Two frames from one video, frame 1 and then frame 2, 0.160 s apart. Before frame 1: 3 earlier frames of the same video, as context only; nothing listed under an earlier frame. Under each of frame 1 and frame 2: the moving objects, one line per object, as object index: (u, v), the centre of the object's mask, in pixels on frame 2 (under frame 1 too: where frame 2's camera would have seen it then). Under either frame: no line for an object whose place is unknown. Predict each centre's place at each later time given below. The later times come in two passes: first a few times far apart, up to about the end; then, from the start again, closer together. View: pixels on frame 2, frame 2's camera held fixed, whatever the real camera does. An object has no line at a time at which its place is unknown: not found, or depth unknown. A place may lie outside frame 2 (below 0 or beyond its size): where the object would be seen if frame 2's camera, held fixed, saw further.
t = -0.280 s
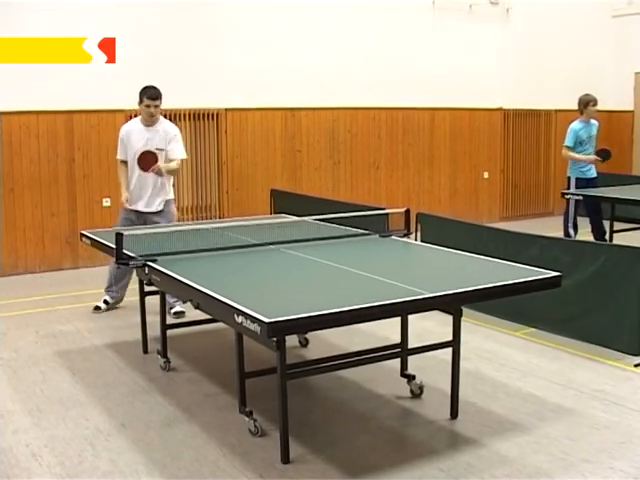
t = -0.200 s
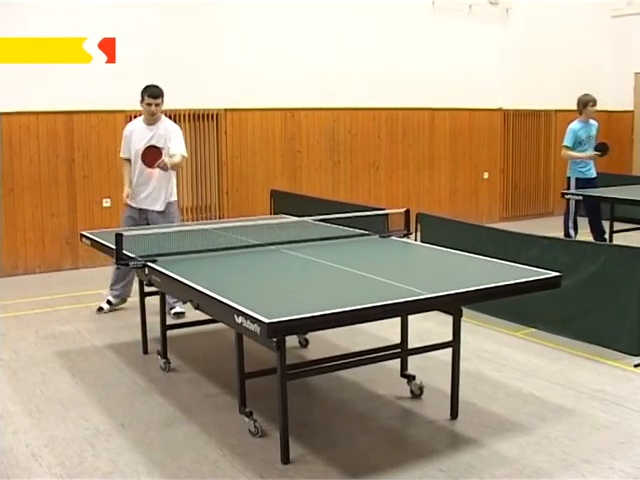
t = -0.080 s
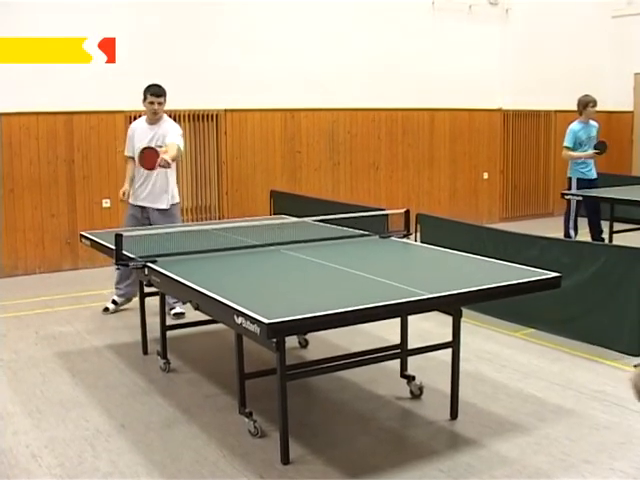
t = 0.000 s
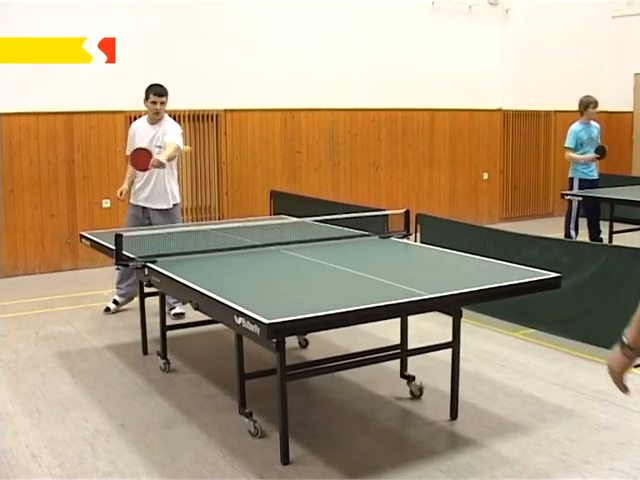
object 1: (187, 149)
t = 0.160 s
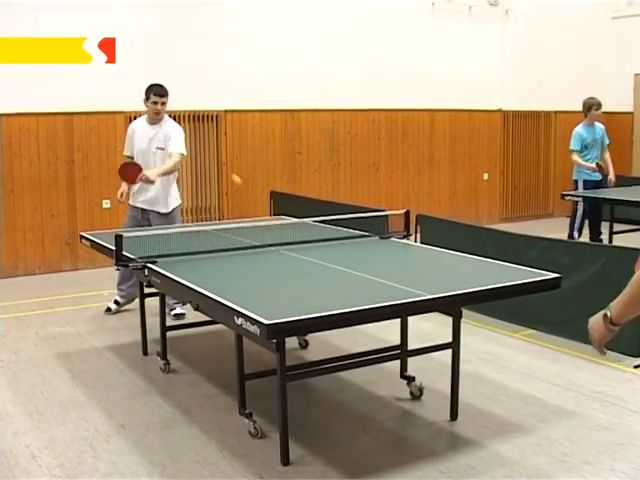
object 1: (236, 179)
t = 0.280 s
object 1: (279, 234)
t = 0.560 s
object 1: (361, 192)
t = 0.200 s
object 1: (249, 194)
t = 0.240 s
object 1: (264, 212)
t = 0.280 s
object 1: (279, 234)
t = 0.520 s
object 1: (349, 193)
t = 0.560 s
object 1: (361, 192)
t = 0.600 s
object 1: (374, 193)
